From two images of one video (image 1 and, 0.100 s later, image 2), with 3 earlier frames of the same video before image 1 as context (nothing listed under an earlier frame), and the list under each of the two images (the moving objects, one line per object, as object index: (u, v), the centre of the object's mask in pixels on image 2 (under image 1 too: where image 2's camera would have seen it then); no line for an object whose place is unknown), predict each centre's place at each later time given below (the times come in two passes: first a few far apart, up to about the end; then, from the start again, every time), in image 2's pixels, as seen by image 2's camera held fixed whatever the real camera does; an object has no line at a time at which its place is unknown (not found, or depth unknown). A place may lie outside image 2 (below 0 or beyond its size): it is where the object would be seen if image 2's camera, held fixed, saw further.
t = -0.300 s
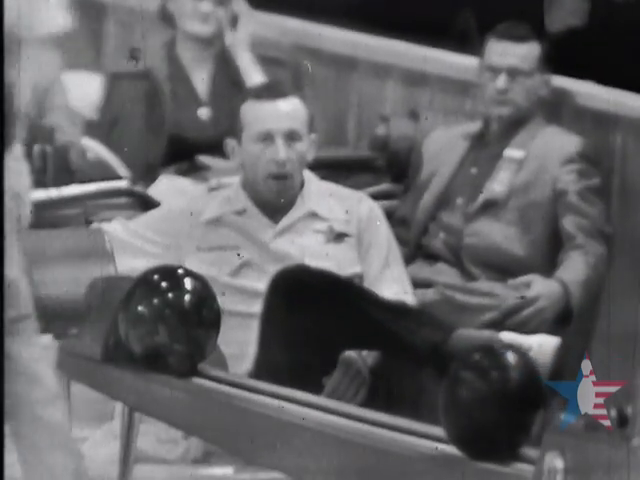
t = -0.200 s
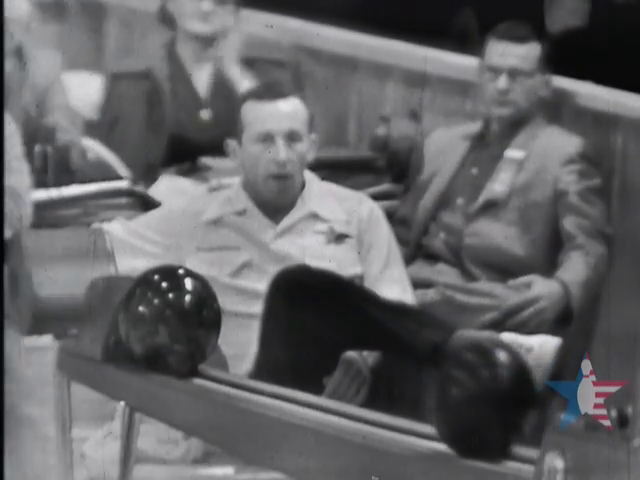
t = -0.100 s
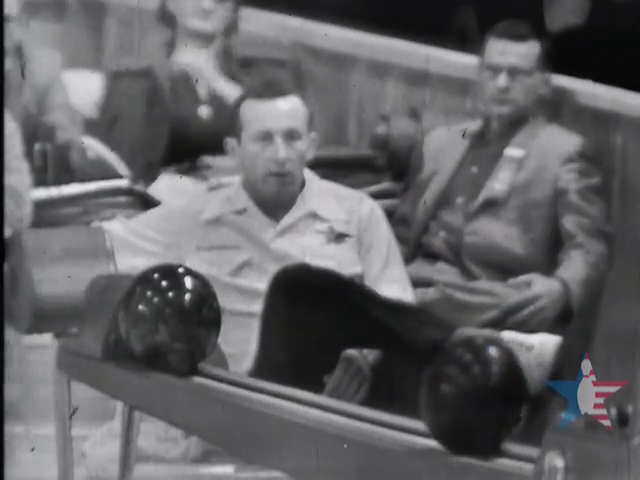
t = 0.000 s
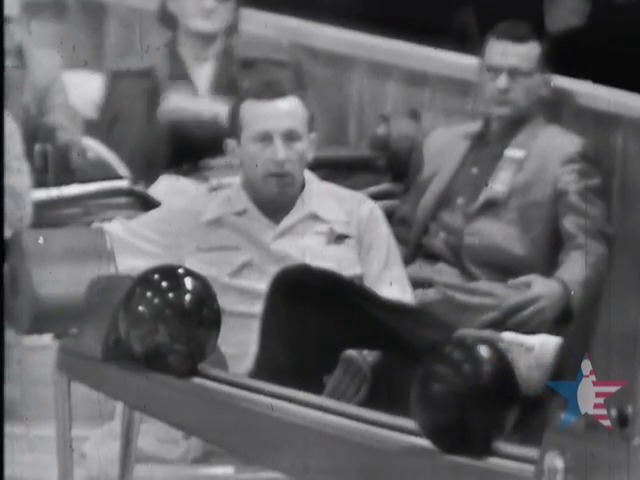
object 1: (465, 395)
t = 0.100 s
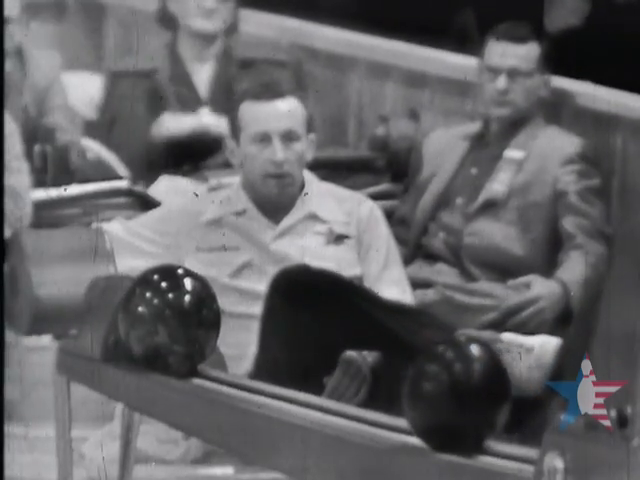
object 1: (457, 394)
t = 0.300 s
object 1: (440, 391)
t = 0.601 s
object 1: (411, 384)
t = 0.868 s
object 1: (386, 378)
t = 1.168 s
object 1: (351, 370)
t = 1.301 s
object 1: (341, 367)
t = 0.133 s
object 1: (454, 394)
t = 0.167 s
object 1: (451, 393)
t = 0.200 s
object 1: (448, 392)
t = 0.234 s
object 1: (444, 393)
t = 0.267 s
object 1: (442, 391)
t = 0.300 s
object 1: (440, 391)
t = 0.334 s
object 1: (437, 389)
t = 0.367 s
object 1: (437, 389)
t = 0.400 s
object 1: (429, 388)
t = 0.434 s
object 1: (424, 388)
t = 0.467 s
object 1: (422, 387)
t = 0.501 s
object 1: (419, 387)
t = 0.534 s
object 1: (417, 387)
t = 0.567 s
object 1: (413, 385)
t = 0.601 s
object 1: (411, 384)
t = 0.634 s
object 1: (407, 384)
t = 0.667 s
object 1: (404, 383)
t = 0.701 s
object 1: (403, 382)
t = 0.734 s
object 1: (399, 381)
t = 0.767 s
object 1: (395, 380)
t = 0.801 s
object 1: (392, 378)
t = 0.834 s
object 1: (389, 377)
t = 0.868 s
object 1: (386, 378)
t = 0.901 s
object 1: (381, 376)
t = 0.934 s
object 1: (378, 375)
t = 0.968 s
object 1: (377, 373)
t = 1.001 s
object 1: (372, 372)
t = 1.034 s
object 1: (367, 374)
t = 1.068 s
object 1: (362, 373)
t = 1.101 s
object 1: (358, 372)
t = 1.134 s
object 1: (353, 370)
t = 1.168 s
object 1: (351, 370)
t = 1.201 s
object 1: (350, 369)
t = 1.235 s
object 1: (347, 369)
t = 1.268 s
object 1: (342, 367)
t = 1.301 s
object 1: (341, 367)
